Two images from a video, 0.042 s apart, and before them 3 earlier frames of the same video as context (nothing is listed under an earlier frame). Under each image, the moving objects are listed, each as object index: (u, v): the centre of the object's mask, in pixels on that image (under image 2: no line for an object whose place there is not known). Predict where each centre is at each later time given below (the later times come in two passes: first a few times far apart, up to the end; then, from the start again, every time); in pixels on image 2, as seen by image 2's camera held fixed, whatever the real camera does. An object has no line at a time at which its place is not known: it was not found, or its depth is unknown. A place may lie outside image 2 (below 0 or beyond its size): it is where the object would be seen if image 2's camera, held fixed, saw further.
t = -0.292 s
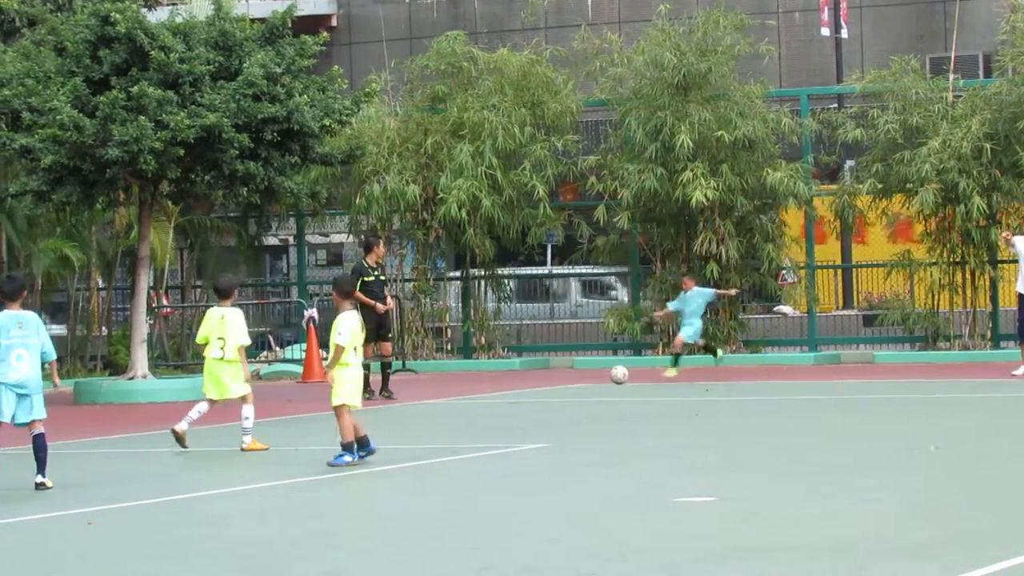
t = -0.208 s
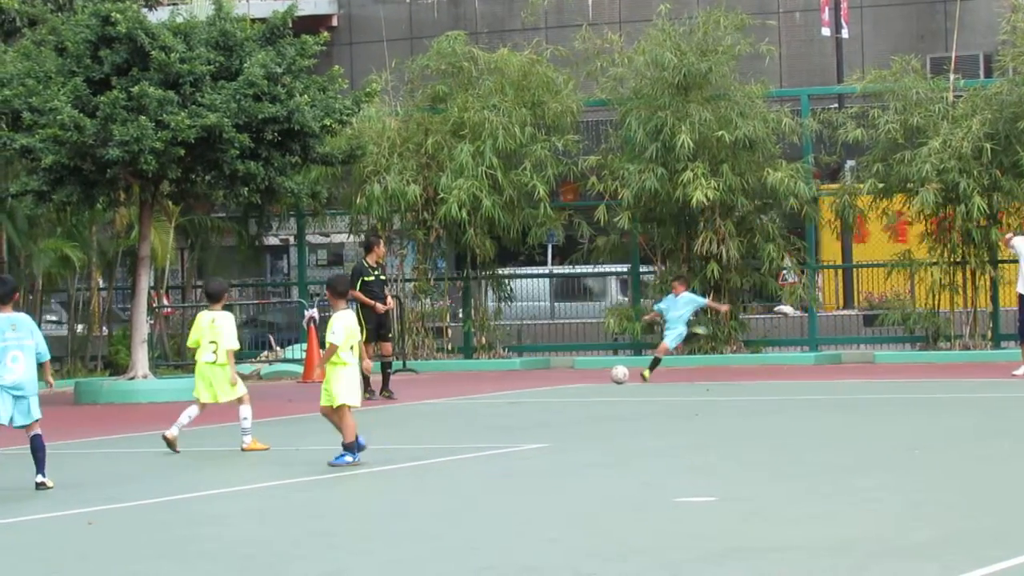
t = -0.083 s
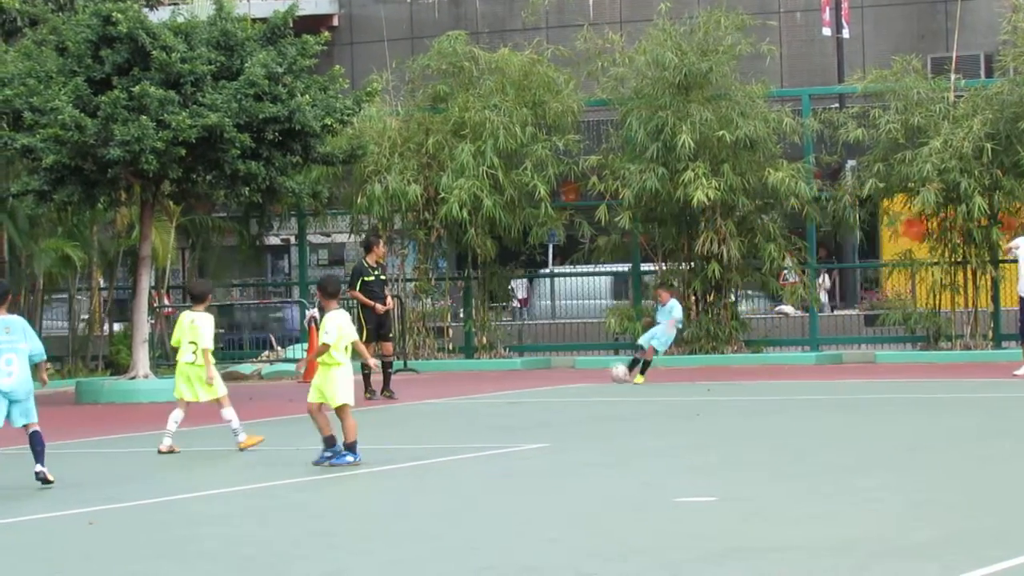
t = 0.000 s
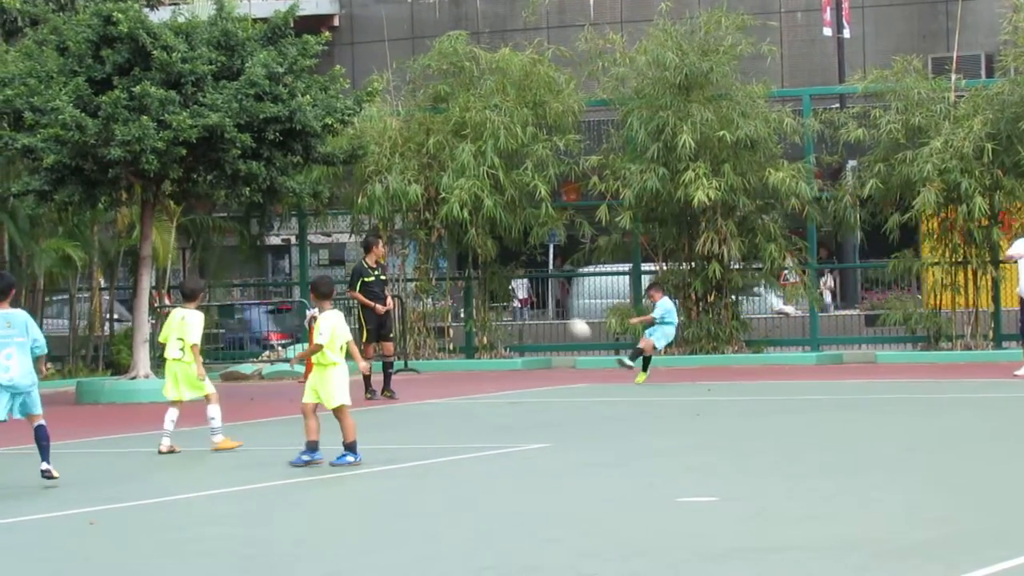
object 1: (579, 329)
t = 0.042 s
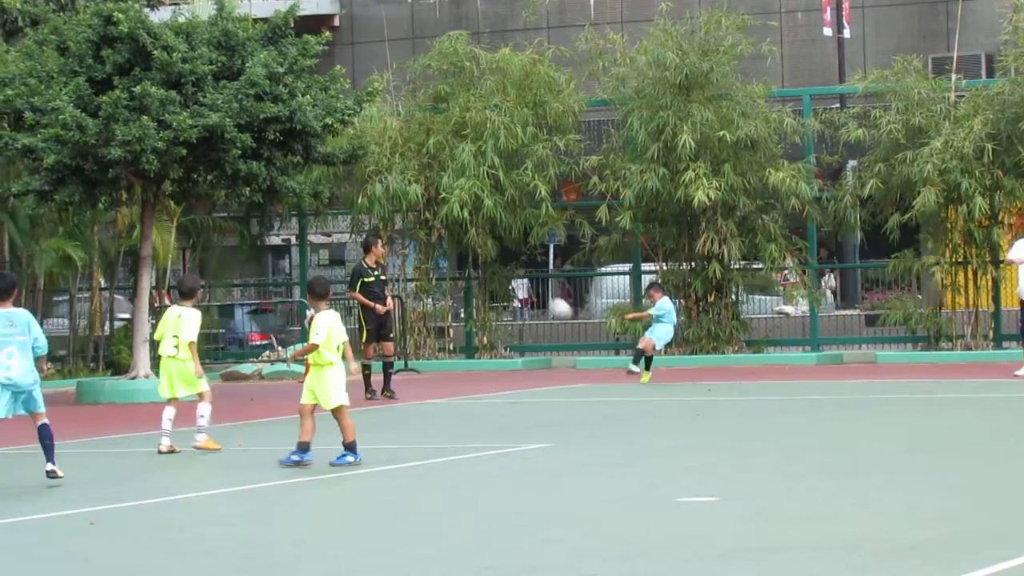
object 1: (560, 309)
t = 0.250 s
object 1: (466, 220)
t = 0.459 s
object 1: (377, 154)
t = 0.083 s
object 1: (540, 289)
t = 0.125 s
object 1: (522, 270)
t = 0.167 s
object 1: (503, 253)
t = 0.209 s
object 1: (484, 236)
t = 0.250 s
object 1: (466, 220)
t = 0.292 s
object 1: (447, 205)
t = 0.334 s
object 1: (430, 191)
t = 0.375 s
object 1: (413, 176)
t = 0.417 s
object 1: (395, 165)
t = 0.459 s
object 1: (377, 154)
